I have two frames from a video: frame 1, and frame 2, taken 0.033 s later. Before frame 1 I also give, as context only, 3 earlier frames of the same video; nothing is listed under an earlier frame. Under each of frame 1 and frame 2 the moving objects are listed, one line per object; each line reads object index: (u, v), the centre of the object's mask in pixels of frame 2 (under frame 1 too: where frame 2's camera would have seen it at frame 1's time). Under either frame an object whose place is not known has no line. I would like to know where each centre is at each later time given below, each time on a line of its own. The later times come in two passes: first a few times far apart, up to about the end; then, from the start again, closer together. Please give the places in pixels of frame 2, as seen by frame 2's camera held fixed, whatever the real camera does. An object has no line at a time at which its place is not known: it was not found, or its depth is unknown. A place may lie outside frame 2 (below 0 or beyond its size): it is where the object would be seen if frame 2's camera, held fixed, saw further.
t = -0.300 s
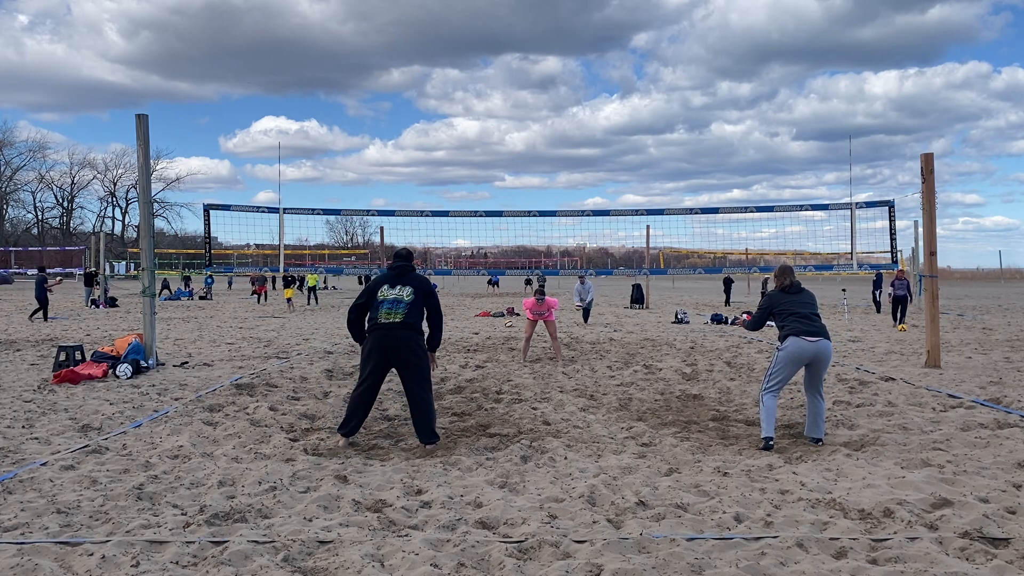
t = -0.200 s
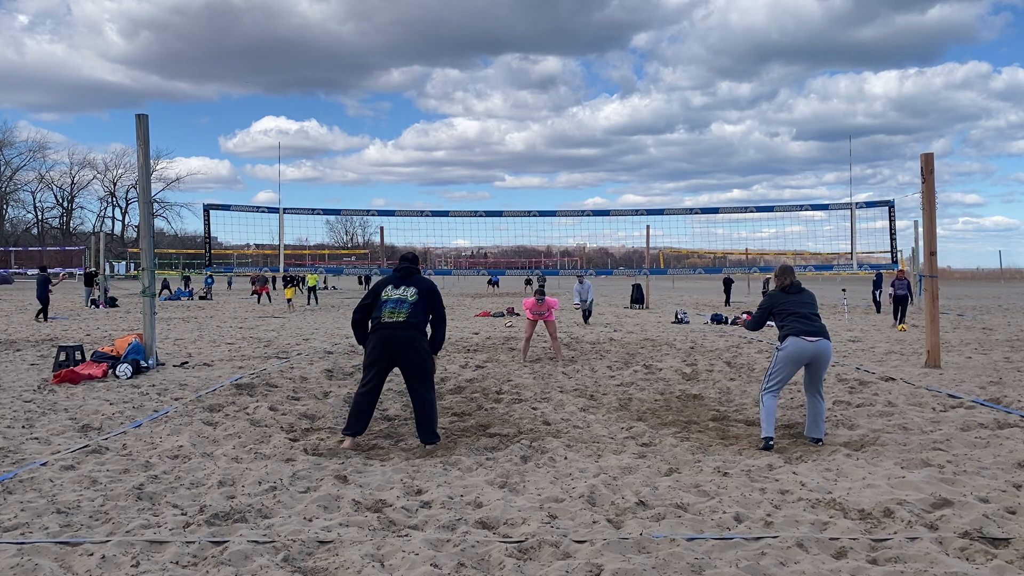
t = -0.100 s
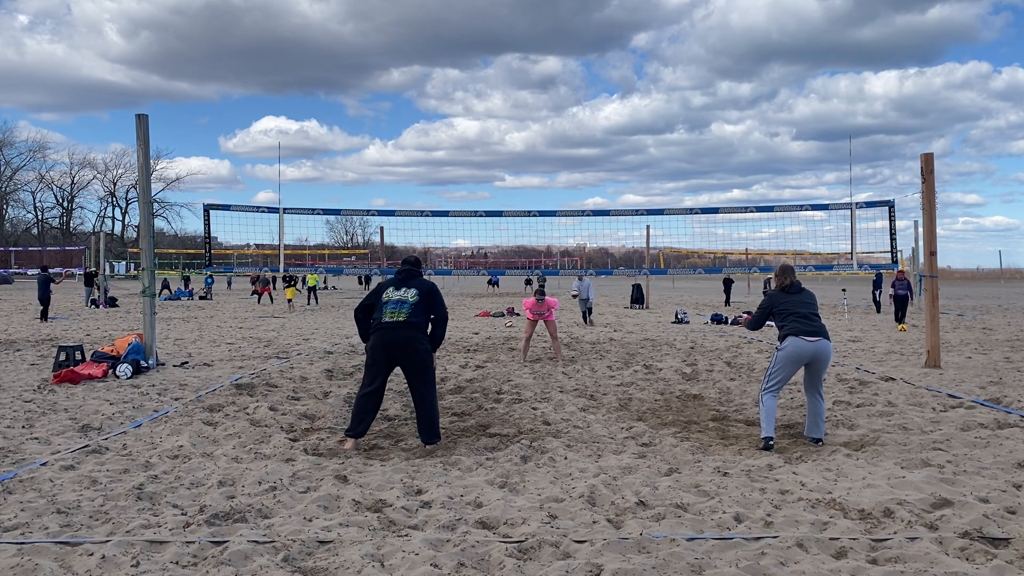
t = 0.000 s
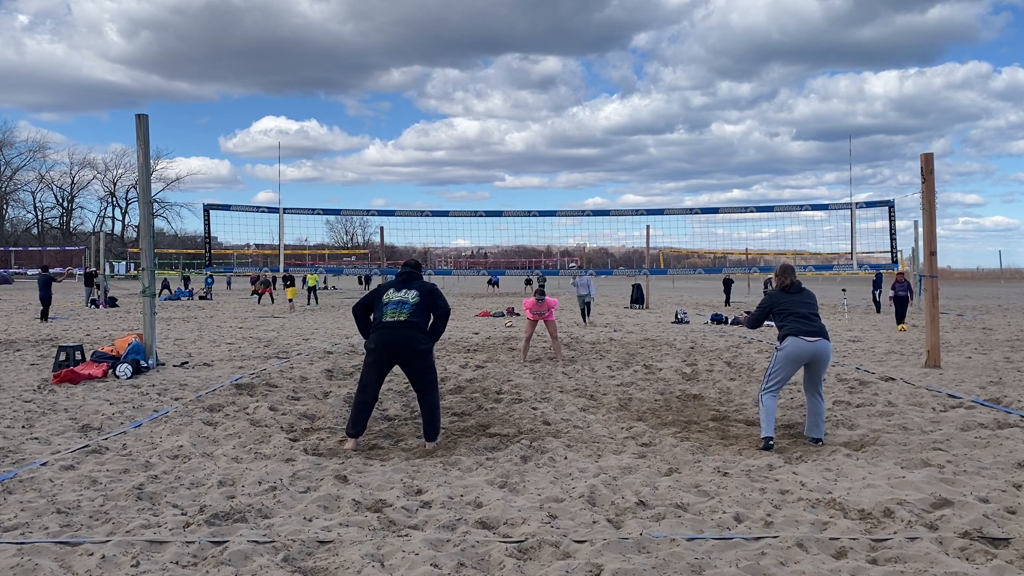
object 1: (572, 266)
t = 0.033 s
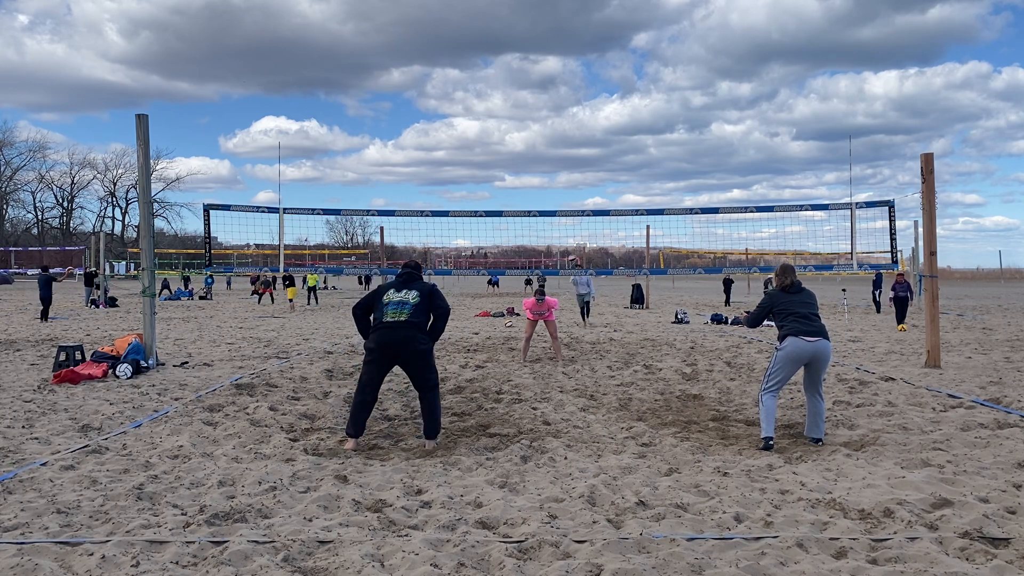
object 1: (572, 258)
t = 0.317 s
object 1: (568, 201)
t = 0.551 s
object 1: (566, 177)
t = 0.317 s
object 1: (568, 201)
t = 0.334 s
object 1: (568, 199)
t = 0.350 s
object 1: (568, 196)
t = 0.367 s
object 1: (568, 194)
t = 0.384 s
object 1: (568, 192)
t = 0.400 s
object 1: (568, 190)
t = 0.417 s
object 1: (567, 188)
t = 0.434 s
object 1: (567, 186)
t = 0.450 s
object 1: (567, 185)
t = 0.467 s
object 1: (567, 183)
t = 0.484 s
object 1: (566, 182)
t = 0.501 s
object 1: (566, 180)
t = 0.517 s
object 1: (566, 179)
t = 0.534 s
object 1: (566, 178)
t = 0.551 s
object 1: (566, 177)
